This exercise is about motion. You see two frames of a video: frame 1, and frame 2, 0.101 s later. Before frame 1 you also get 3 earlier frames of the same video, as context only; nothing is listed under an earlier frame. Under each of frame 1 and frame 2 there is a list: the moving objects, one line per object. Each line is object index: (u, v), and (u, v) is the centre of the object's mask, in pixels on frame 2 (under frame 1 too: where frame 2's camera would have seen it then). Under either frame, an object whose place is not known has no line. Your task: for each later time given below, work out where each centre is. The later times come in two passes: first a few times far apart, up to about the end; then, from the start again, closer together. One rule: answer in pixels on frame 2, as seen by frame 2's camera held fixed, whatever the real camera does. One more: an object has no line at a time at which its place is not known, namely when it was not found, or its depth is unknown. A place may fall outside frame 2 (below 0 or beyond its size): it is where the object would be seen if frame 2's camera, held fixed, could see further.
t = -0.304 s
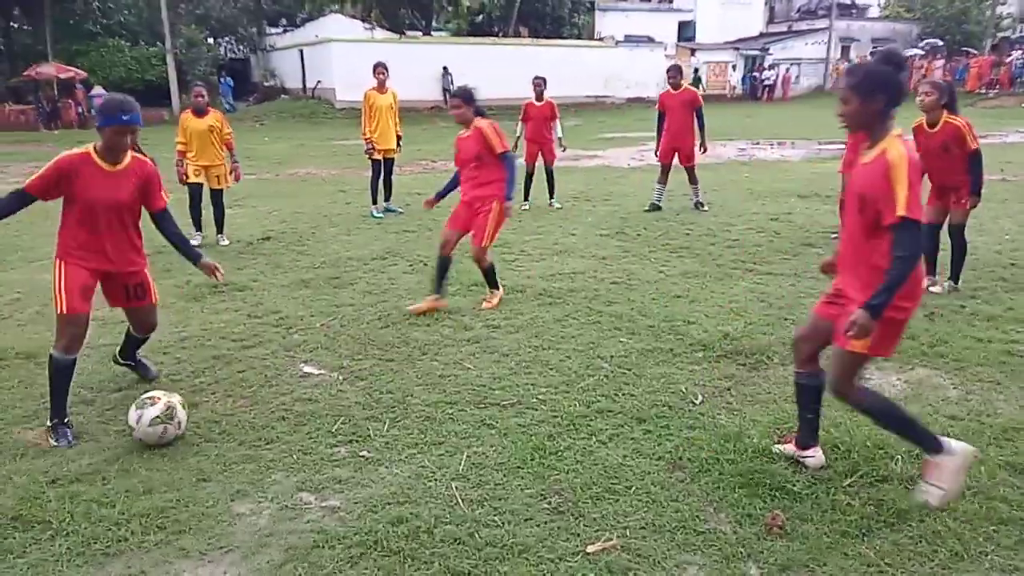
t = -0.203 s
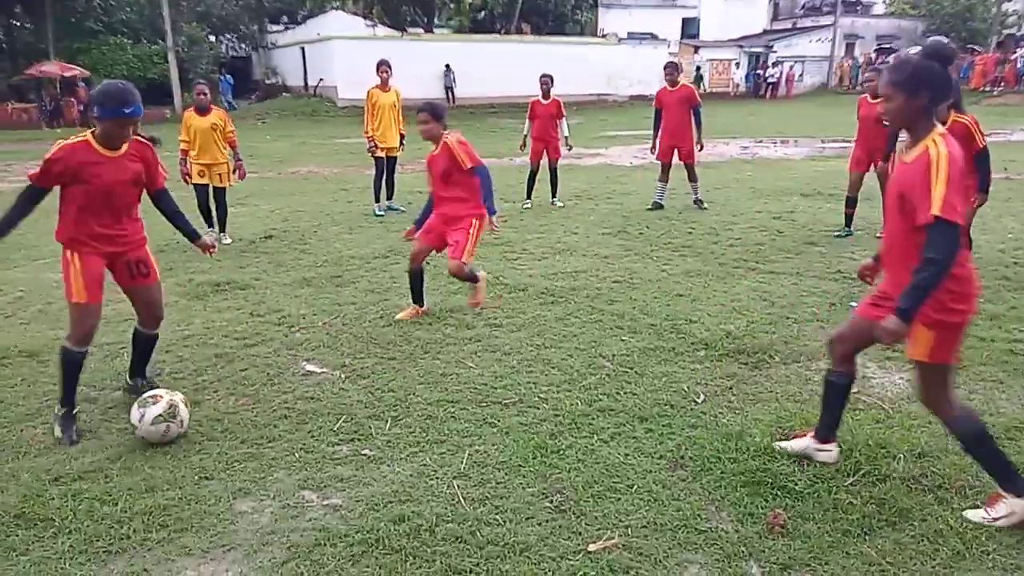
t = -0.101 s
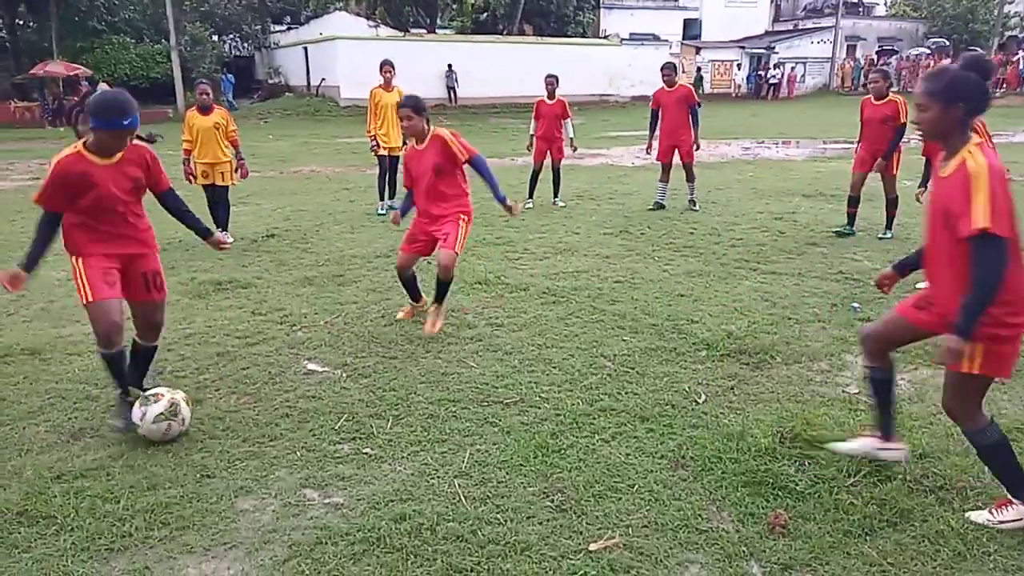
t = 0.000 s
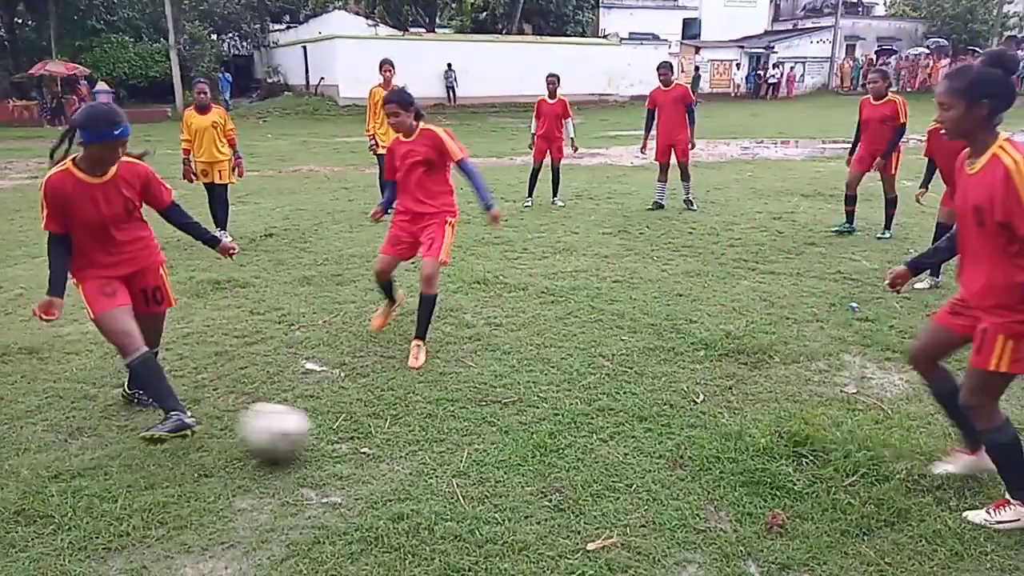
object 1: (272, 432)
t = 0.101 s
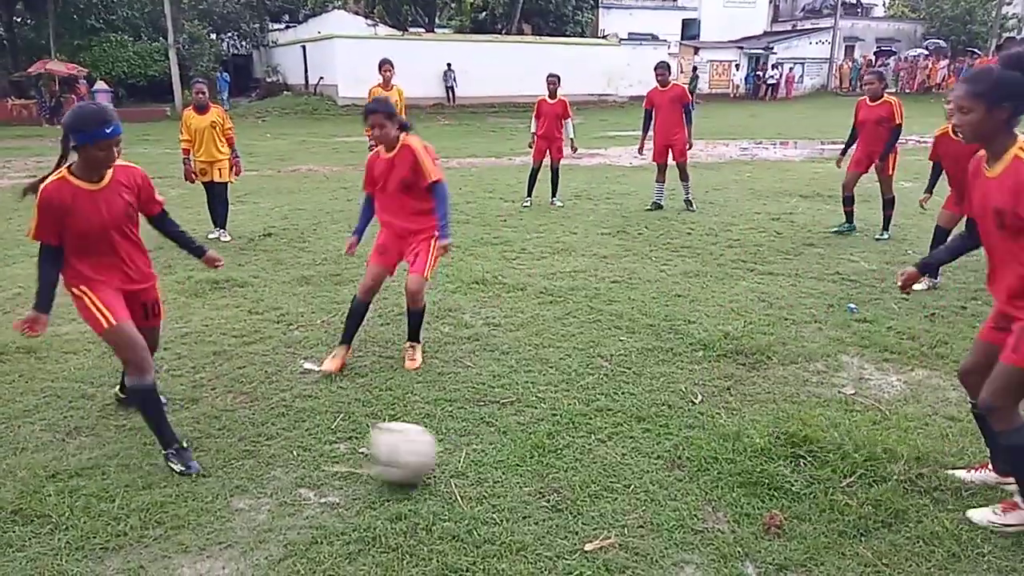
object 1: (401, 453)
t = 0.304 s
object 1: (634, 485)
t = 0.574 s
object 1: (935, 539)
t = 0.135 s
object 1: (443, 462)
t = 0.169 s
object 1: (482, 466)
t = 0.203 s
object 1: (517, 466)
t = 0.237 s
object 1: (556, 469)
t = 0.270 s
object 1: (594, 474)
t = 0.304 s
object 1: (634, 485)
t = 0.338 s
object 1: (678, 497)
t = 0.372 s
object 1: (717, 510)
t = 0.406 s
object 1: (751, 513)
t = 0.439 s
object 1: (787, 517)
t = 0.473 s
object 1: (822, 524)
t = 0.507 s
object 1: (859, 532)
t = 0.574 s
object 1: (935, 539)
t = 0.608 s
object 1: (973, 544)
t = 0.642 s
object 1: (1012, 551)
